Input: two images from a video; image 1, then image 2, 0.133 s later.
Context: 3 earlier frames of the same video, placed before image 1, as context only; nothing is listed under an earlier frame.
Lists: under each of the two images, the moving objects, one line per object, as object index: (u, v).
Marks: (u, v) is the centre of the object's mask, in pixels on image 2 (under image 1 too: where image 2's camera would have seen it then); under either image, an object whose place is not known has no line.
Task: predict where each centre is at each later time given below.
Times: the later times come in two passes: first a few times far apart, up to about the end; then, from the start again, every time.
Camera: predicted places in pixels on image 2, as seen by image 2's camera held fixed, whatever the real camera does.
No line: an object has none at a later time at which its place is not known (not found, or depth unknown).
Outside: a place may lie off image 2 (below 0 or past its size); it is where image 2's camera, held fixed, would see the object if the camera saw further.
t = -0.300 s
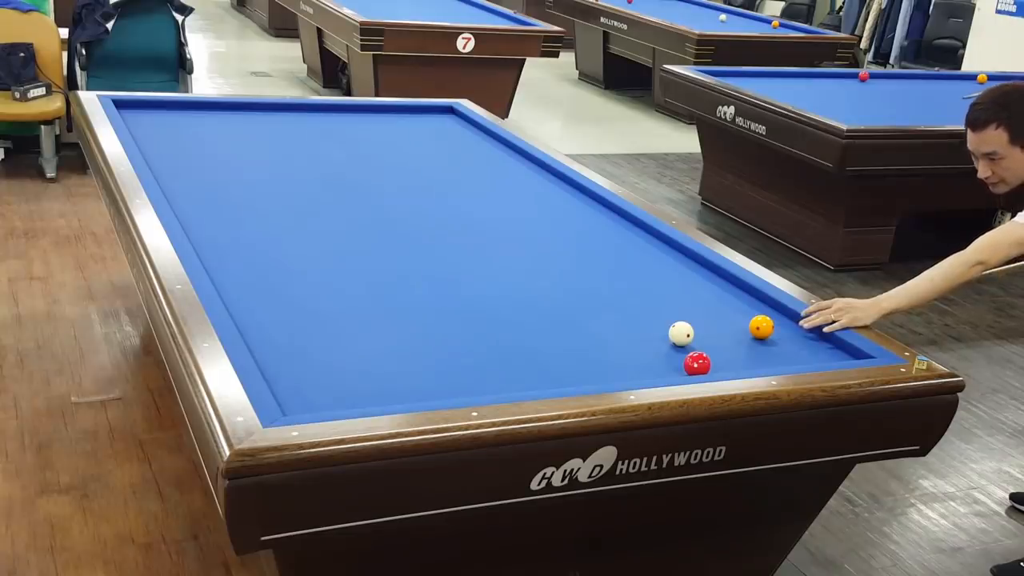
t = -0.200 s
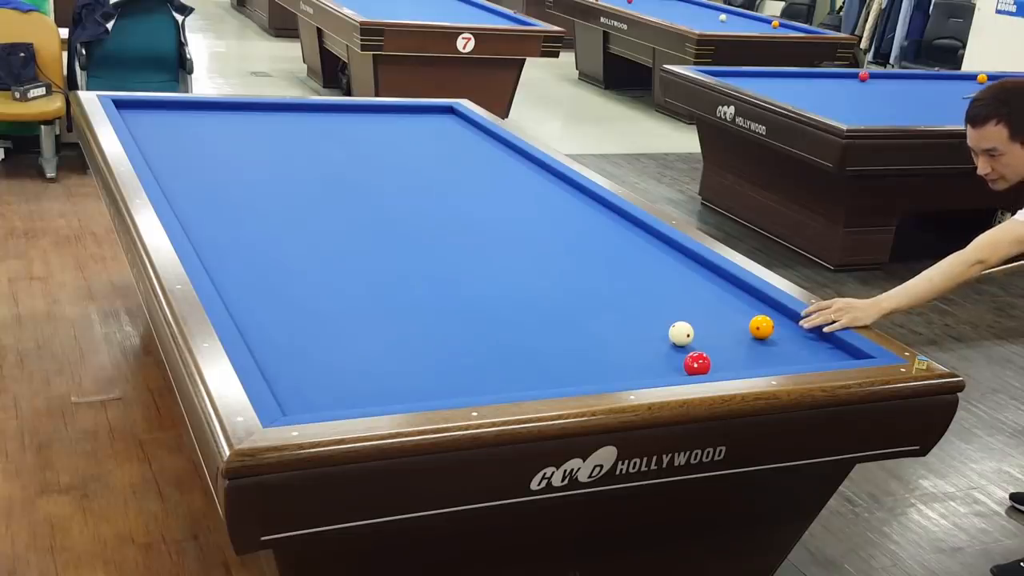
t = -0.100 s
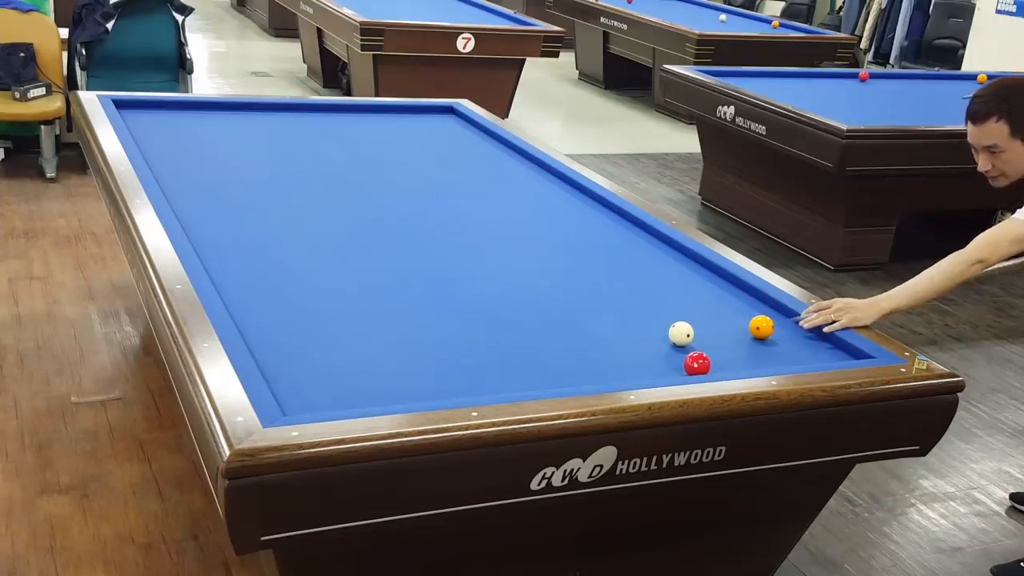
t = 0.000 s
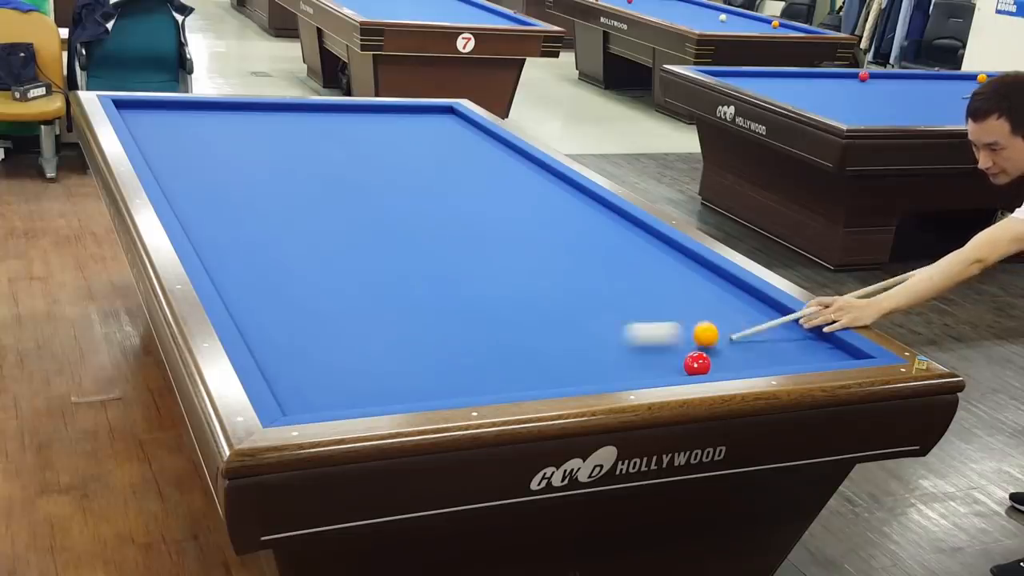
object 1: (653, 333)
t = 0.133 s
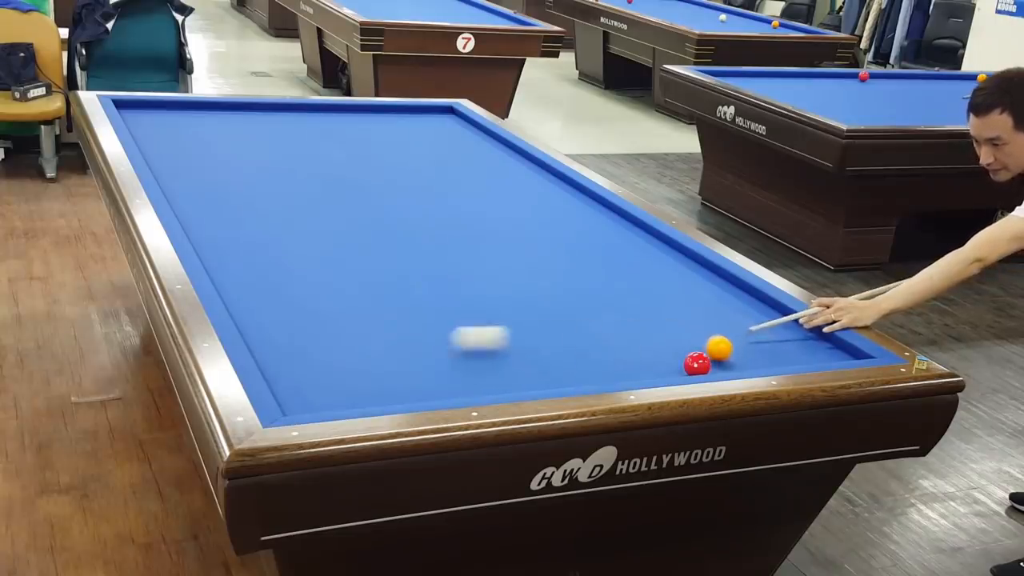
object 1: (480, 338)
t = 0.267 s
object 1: (308, 343)
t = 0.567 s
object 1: (480, 324)
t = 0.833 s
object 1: (634, 310)
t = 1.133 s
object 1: (745, 299)
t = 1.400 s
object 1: (648, 307)
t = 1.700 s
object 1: (552, 315)
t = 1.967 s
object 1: (462, 321)
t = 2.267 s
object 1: (354, 329)
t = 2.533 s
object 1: (256, 336)
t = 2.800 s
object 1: (323, 332)
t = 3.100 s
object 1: (387, 327)
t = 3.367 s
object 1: (441, 324)
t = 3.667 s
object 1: (497, 319)
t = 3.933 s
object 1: (544, 316)
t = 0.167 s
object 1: (437, 339)
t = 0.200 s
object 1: (394, 340)
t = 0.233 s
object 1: (351, 341)
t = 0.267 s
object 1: (308, 343)
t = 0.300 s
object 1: (270, 343)
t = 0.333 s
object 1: (280, 342)
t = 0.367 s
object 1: (314, 339)
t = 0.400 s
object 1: (346, 336)
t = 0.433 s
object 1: (376, 333)
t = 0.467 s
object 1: (404, 331)
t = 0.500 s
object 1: (431, 329)
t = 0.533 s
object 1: (456, 327)
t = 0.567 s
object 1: (480, 324)
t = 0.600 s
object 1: (502, 322)
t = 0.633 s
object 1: (523, 320)
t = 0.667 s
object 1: (542, 318)
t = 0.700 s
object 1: (561, 317)
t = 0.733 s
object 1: (580, 315)
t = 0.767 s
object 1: (599, 314)
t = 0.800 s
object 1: (616, 312)
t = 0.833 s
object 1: (634, 310)
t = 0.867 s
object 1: (652, 308)
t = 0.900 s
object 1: (669, 307)
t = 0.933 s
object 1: (686, 305)
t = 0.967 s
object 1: (702, 304)
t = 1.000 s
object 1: (719, 302)
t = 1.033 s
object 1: (735, 301)
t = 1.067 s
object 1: (751, 299)
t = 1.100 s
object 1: (758, 298)
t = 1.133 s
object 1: (745, 299)
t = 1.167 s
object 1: (731, 301)
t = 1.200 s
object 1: (717, 302)
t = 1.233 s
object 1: (704, 303)
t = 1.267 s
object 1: (692, 304)
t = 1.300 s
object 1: (680, 305)
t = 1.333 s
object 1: (668, 306)
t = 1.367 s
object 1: (658, 307)
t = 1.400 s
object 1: (648, 307)
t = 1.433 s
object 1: (638, 308)
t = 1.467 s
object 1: (627, 309)
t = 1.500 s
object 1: (617, 309)
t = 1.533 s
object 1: (606, 310)
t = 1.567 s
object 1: (595, 311)
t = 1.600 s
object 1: (585, 312)
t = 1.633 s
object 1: (574, 313)
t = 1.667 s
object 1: (563, 314)
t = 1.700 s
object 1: (552, 315)
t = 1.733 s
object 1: (541, 315)
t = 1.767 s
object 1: (530, 316)
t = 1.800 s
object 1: (519, 317)
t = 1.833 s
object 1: (508, 318)
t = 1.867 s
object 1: (497, 319)
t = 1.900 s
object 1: (485, 320)
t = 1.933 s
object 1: (474, 320)
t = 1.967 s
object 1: (462, 321)
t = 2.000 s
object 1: (451, 322)
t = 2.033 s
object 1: (439, 323)
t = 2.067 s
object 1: (427, 324)
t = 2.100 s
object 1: (415, 325)
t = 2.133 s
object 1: (403, 326)
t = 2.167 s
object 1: (391, 326)
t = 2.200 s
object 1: (379, 327)
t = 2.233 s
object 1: (367, 328)
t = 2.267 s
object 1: (354, 329)
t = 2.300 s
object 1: (342, 330)
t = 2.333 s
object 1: (330, 331)
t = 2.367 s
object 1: (317, 332)
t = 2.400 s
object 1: (304, 333)
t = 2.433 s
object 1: (291, 334)
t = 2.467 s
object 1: (278, 335)
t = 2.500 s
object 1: (265, 335)
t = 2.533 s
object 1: (256, 336)
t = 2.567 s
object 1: (263, 336)
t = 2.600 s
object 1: (274, 335)
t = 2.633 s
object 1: (284, 334)
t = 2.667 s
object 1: (292, 334)
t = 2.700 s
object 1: (300, 333)
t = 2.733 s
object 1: (307, 333)
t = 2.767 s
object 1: (315, 332)
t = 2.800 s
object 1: (323, 332)
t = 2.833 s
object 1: (330, 331)
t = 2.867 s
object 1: (337, 331)
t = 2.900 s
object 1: (345, 330)
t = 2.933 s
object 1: (352, 330)
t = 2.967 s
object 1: (359, 329)
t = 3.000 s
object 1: (366, 329)
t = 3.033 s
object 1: (373, 328)
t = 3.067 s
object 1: (380, 328)
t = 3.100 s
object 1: (387, 327)
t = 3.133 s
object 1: (394, 327)
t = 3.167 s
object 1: (401, 327)
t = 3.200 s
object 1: (408, 326)
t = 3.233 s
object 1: (414, 326)
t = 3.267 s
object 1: (421, 325)
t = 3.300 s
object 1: (428, 325)
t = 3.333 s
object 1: (434, 324)
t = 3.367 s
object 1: (441, 324)
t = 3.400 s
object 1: (447, 323)
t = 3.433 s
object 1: (454, 323)
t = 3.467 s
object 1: (460, 322)
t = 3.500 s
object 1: (466, 322)
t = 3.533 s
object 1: (473, 321)
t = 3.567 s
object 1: (478, 321)
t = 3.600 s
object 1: (485, 320)
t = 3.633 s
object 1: (491, 320)
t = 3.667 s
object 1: (497, 319)
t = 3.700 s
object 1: (503, 319)
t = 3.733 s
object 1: (509, 319)
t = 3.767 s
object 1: (515, 318)
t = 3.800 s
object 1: (521, 318)
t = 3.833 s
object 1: (527, 317)
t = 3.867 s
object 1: (532, 317)
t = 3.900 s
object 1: (538, 317)
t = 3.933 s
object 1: (544, 316)
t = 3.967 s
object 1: (549, 316)
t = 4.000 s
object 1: (555, 315)
